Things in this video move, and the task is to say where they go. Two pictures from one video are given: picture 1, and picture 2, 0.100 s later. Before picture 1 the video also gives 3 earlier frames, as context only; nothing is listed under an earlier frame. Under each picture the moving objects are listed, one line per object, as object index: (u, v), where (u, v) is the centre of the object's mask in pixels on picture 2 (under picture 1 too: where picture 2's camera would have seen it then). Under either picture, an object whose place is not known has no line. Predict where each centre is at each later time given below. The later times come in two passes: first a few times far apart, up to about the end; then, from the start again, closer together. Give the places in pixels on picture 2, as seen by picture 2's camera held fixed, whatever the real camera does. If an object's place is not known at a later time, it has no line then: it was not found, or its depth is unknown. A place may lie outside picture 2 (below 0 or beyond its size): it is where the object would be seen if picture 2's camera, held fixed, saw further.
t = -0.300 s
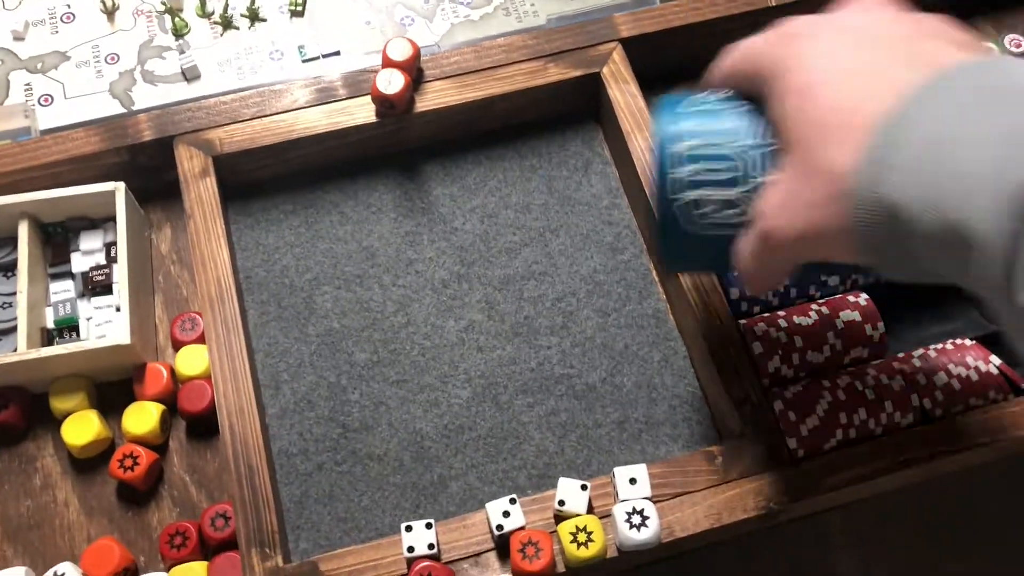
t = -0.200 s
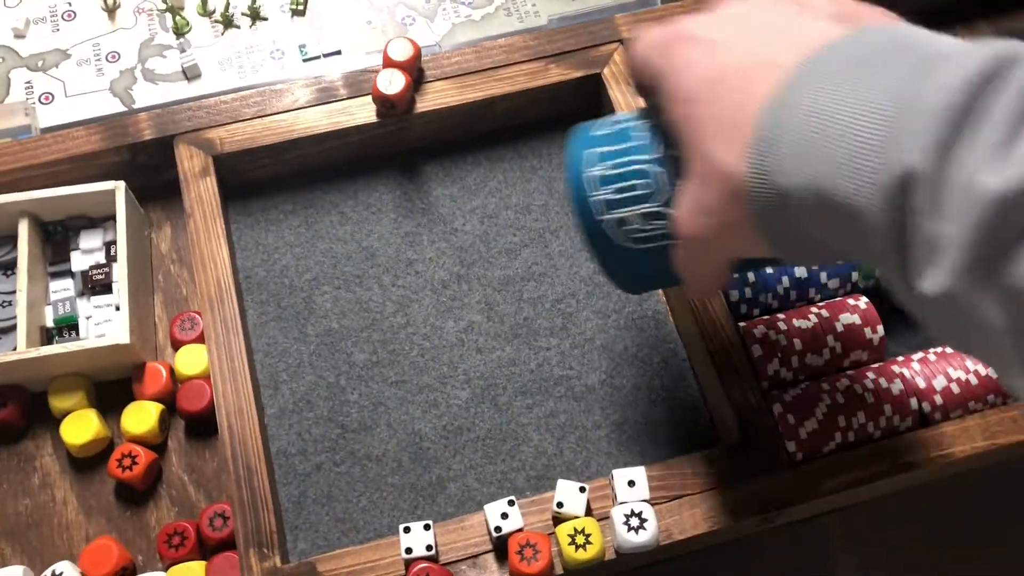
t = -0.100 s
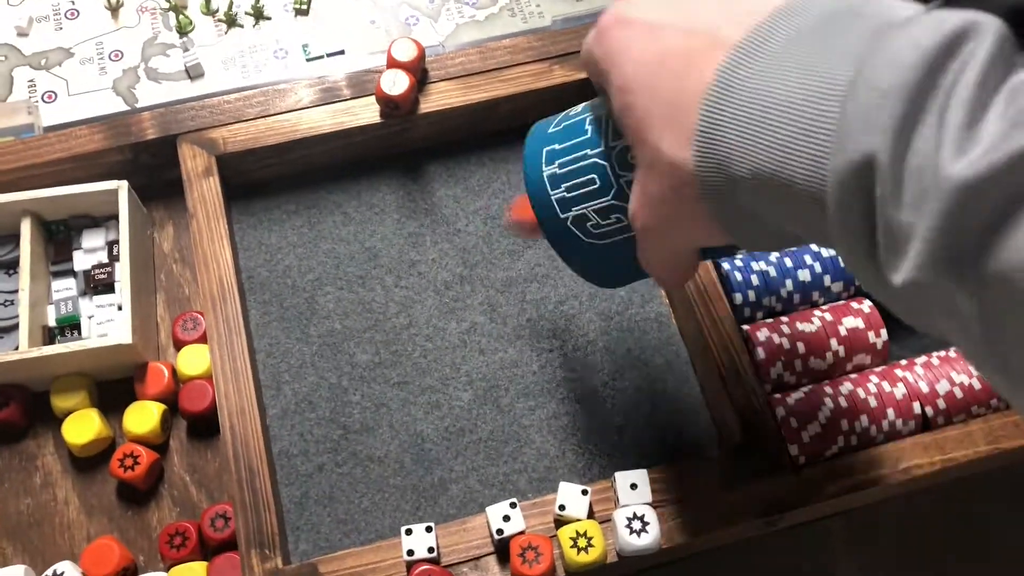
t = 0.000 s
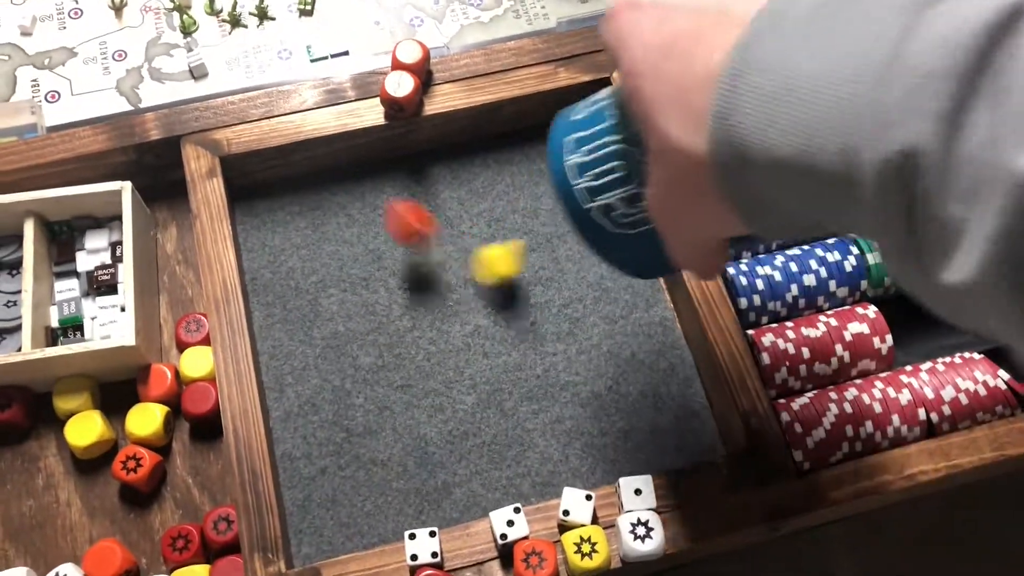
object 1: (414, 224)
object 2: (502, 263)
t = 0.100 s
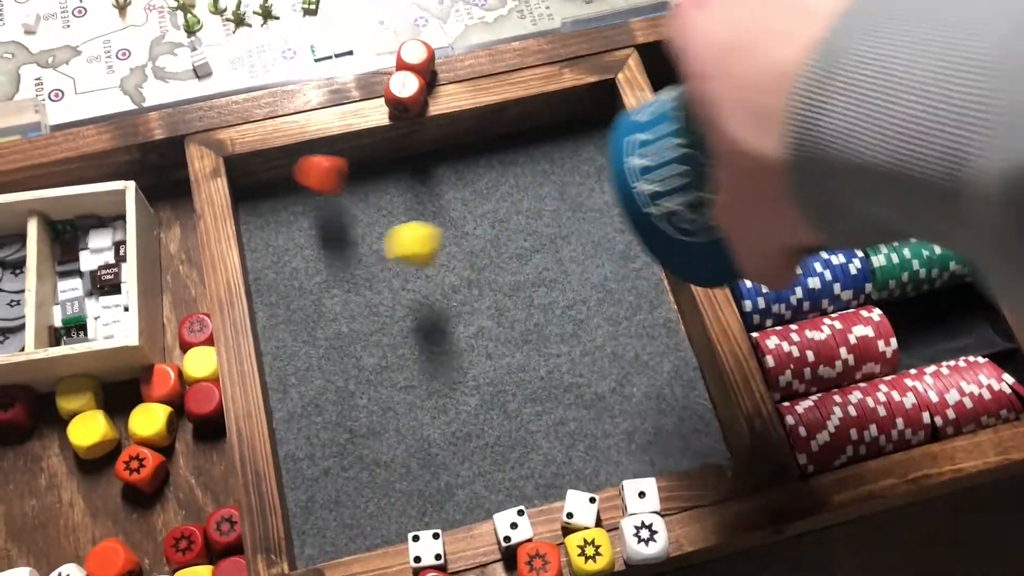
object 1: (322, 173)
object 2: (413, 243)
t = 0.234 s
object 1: (267, 234)
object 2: (293, 280)
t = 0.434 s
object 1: (301, 242)
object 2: (303, 296)
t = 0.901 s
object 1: (300, 243)
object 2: (303, 295)
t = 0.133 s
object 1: (303, 179)
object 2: (386, 252)
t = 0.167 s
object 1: (289, 198)
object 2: (362, 270)
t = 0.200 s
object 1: (266, 222)
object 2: (331, 278)
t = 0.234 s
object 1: (267, 234)
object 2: (293, 280)
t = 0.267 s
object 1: (282, 243)
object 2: (273, 286)
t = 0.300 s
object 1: (279, 244)
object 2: (288, 292)
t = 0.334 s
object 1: (289, 241)
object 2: (299, 296)
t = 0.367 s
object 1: (296, 237)
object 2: (303, 296)
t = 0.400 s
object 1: (300, 239)
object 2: (303, 296)
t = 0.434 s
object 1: (301, 242)
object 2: (303, 296)
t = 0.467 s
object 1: (301, 246)
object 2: (303, 296)
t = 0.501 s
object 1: (301, 245)
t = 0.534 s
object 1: (300, 244)
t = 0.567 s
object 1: (301, 245)
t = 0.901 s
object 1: (300, 243)
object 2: (303, 295)
